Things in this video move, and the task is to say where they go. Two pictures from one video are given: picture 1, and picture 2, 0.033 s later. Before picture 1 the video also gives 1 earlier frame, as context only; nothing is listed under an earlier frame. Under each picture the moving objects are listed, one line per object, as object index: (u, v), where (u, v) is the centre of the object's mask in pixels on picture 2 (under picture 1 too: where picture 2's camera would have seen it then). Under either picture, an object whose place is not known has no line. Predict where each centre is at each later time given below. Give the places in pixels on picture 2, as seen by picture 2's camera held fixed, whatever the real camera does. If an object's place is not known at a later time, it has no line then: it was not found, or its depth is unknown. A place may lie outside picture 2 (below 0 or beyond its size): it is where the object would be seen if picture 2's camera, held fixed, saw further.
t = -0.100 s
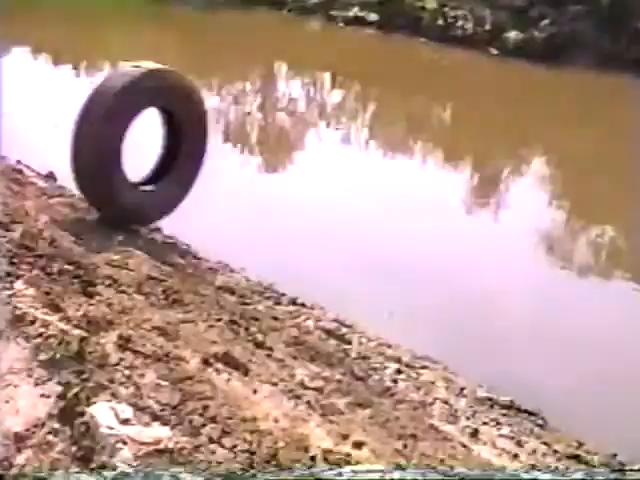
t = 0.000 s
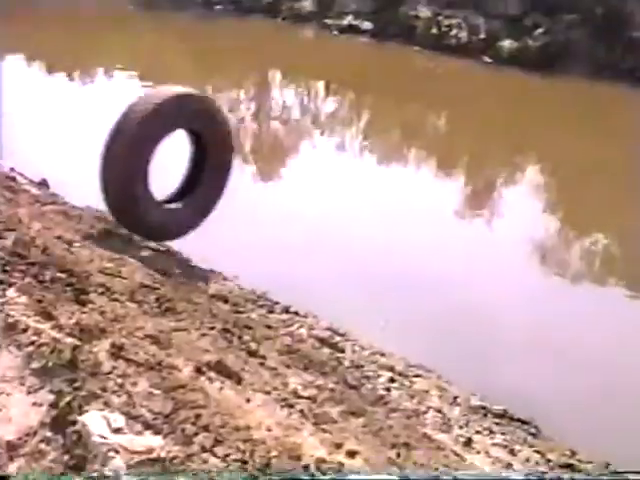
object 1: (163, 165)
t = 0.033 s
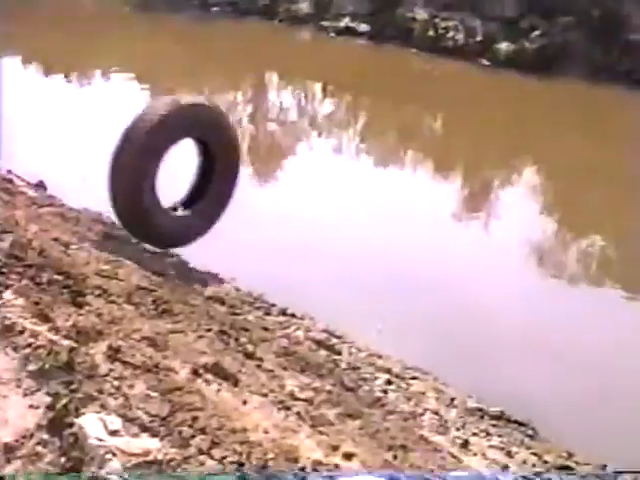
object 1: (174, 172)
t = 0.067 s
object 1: (189, 183)
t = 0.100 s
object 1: (199, 189)
